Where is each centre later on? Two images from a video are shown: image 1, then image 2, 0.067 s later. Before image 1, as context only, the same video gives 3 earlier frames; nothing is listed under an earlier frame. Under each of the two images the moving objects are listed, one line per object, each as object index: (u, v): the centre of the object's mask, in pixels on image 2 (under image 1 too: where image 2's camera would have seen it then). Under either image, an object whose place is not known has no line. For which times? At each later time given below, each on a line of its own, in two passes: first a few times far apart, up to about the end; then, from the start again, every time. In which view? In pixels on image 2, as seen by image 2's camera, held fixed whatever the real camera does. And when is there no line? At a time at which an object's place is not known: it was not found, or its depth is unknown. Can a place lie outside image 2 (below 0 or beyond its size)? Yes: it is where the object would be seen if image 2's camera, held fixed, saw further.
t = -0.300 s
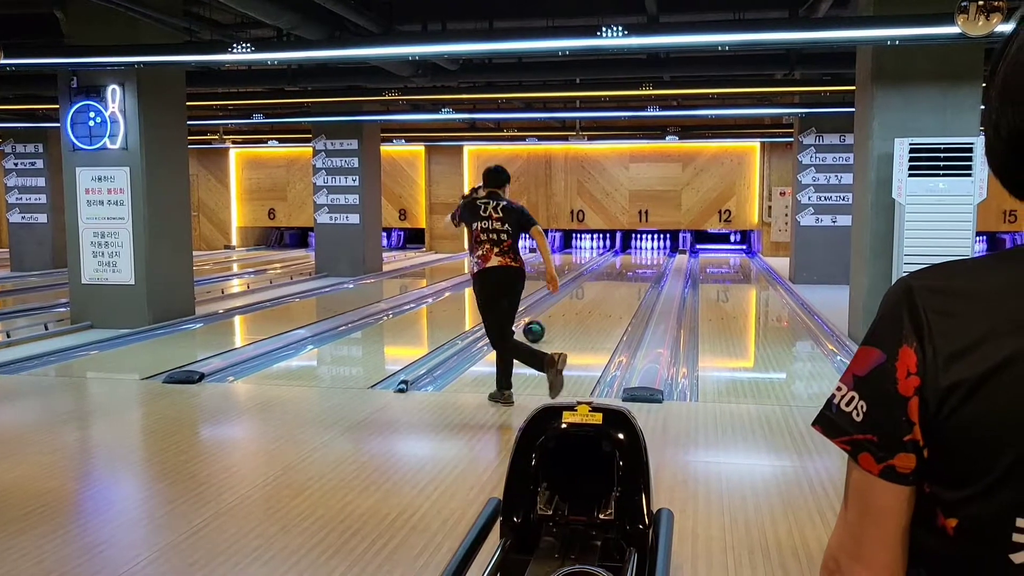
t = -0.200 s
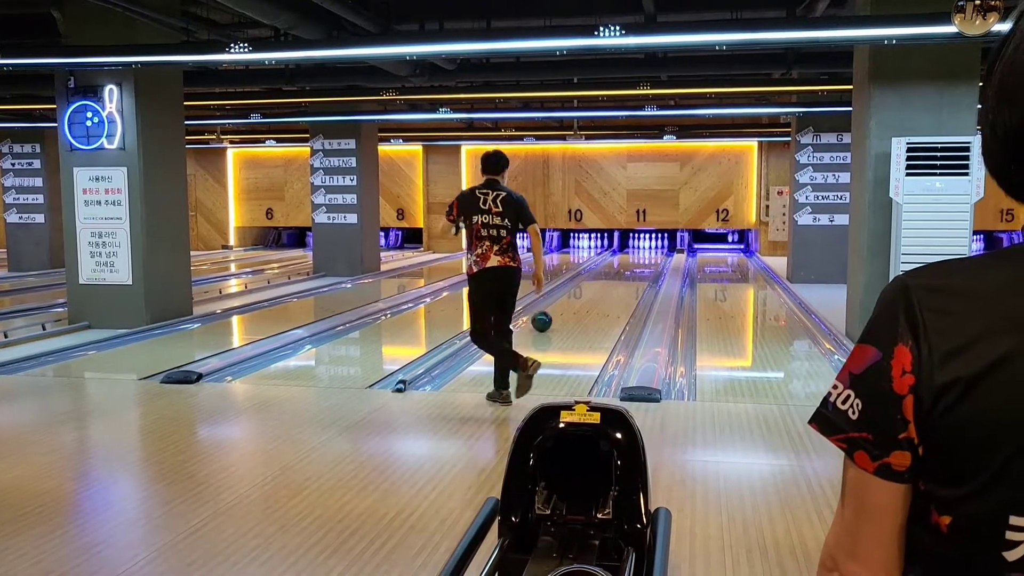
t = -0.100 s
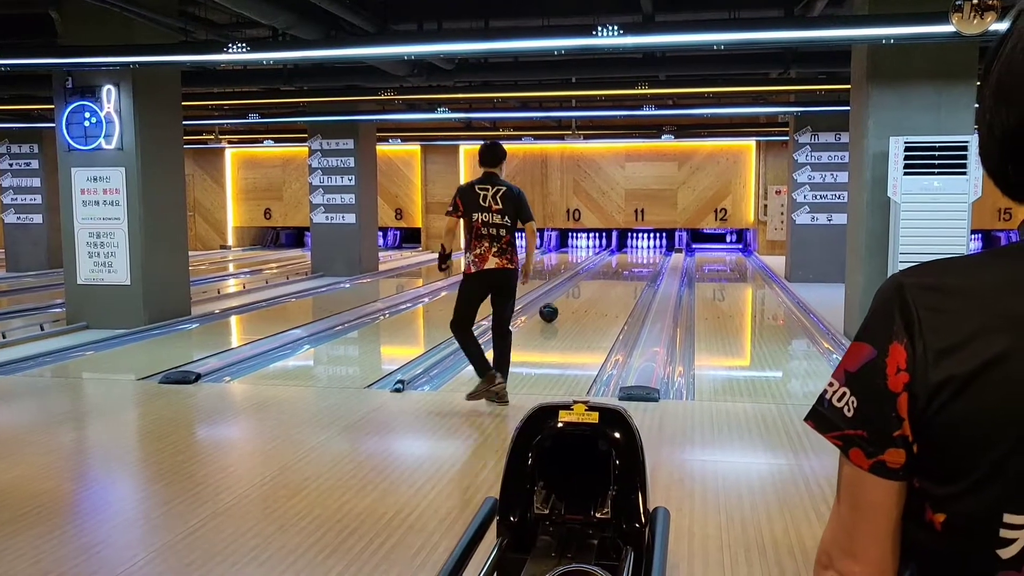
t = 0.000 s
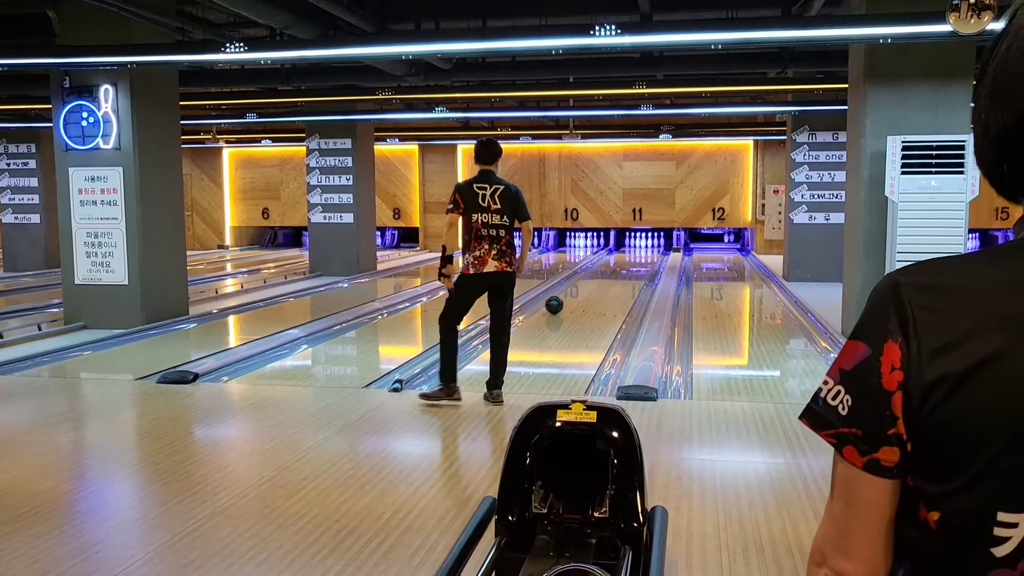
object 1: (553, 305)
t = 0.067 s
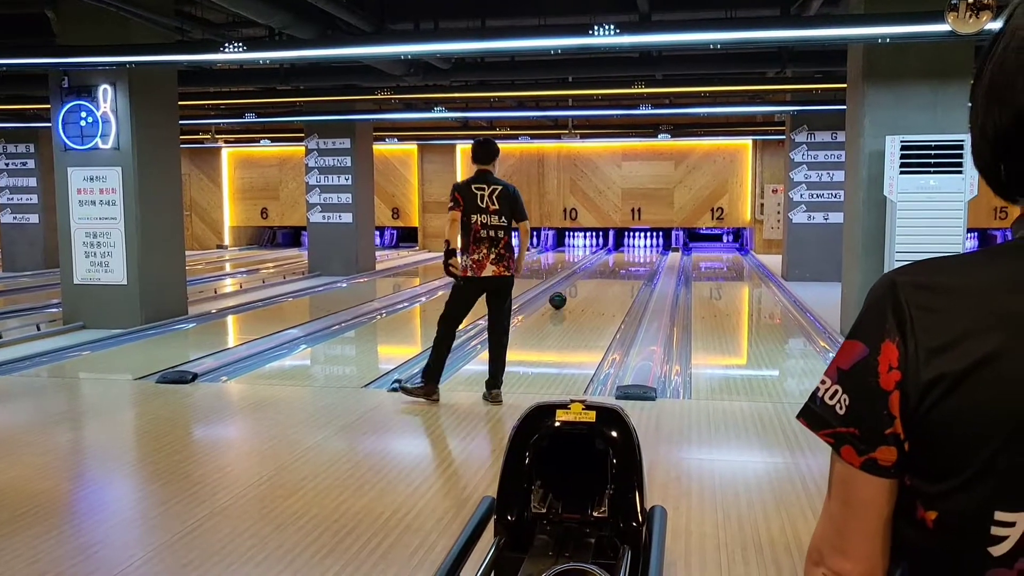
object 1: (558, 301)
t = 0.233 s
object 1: (567, 291)
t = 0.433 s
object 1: (577, 282)
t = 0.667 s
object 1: (587, 273)
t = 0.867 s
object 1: (595, 267)
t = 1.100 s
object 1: (602, 262)
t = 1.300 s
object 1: (608, 258)
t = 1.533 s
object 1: (614, 253)
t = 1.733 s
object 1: (620, 250)
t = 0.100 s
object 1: (560, 299)
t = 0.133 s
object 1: (562, 297)
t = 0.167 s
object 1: (564, 295)
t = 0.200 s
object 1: (565, 293)
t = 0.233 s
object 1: (567, 291)
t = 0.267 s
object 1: (569, 290)
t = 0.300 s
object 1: (571, 288)
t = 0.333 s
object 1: (572, 287)
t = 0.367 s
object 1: (574, 285)
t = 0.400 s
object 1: (576, 284)
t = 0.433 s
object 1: (577, 282)
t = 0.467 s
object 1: (579, 281)
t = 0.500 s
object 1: (580, 279)
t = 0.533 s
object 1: (582, 278)
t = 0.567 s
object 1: (583, 277)
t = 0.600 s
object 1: (584, 276)
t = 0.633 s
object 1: (586, 274)
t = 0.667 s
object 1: (587, 273)
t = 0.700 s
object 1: (589, 272)
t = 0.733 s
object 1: (590, 271)
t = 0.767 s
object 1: (591, 270)
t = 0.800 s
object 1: (592, 269)
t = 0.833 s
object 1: (594, 268)
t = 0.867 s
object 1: (595, 267)
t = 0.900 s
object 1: (596, 266)
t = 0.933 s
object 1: (597, 266)
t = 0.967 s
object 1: (598, 265)
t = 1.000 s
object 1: (599, 264)
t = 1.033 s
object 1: (600, 263)
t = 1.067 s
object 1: (601, 262)
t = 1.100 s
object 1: (602, 262)
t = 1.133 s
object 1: (603, 261)
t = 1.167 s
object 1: (604, 260)
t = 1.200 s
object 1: (605, 260)
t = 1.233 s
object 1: (606, 259)
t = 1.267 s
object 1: (607, 258)
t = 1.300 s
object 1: (608, 258)
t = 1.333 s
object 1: (609, 257)
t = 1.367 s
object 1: (610, 256)
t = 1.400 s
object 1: (611, 255)
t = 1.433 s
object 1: (612, 255)
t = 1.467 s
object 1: (612, 254)
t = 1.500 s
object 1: (613, 254)
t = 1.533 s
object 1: (614, 253)
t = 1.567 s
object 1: (615, 253)
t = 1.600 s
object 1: (616, 252)
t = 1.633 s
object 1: (617, 251)
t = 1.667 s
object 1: (617, 251)
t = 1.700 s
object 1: (618, 250)
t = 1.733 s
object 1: (620, 250)
